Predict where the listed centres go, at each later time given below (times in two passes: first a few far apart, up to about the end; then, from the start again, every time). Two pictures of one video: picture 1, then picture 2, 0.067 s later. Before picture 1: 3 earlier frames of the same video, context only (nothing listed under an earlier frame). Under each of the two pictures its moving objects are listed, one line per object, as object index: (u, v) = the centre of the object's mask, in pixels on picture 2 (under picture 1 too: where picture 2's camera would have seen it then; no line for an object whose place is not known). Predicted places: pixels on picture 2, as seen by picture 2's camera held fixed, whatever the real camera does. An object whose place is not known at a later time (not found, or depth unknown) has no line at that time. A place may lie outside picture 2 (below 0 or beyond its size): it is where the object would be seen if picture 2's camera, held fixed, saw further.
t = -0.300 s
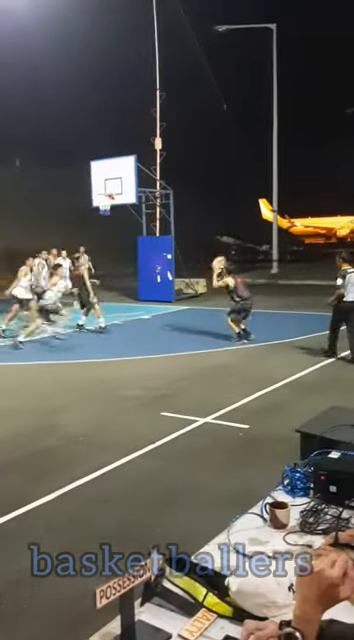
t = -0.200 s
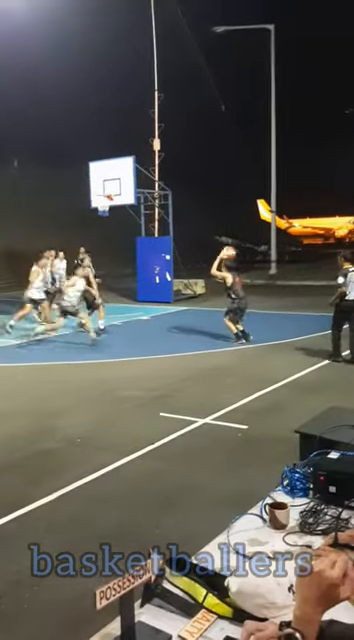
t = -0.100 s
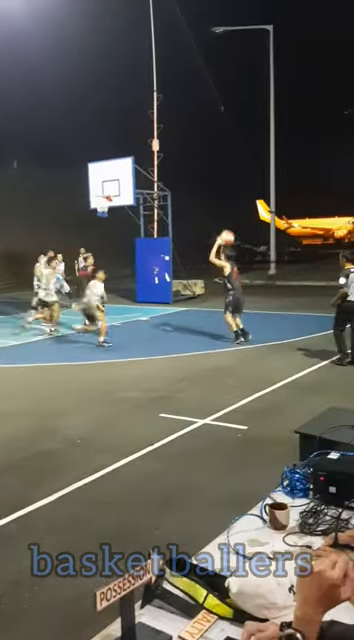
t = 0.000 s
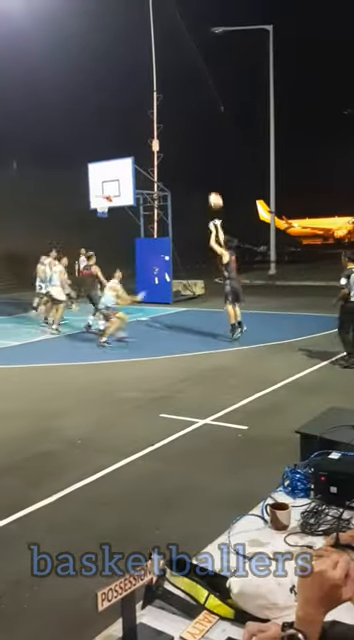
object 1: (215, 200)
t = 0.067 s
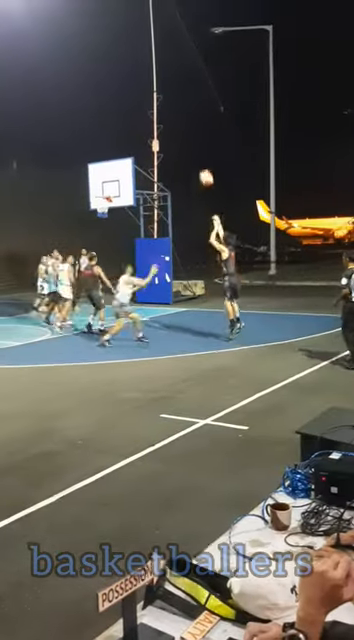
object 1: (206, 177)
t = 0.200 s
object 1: (188, 141)
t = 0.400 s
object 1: (164, 109)
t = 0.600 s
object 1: (144, 101)
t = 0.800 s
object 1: (127, 111)
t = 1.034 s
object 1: (111, 143)
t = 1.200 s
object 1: (101, 177)
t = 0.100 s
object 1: (201, 167)
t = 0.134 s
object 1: (197, 157)
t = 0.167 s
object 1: (192, 149)
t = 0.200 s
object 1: (188, 141)
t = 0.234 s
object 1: (184, 134)
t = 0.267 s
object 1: (180, 127)
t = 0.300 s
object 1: (176, 122)
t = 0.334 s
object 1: (172, 117)
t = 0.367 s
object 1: (168, 113)
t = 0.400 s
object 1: (164, 109)
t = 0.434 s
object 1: (162, 106)
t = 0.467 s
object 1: (157, 104)
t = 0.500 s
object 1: (154, 102)
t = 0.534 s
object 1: (150, 101)
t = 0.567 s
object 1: (147, 101)
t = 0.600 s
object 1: (144, 101)
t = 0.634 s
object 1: (141, 101)
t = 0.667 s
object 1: (138, 102)
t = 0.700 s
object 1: (135, 104)
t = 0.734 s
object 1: (133, 106)
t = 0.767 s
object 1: (130, 108)
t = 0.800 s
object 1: (127, 111)
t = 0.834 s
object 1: (125, 114)
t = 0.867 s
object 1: (122, 118)
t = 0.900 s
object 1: (120, 123)
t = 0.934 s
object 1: (118, 127)
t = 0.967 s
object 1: (115, 132)
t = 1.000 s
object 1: (113, 137)
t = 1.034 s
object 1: (111, 143)
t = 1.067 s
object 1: (109, 149)
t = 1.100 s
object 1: (107, 155)
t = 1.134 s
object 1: (105, 161)
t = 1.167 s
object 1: (104, 169)
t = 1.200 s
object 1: (101, 177)
